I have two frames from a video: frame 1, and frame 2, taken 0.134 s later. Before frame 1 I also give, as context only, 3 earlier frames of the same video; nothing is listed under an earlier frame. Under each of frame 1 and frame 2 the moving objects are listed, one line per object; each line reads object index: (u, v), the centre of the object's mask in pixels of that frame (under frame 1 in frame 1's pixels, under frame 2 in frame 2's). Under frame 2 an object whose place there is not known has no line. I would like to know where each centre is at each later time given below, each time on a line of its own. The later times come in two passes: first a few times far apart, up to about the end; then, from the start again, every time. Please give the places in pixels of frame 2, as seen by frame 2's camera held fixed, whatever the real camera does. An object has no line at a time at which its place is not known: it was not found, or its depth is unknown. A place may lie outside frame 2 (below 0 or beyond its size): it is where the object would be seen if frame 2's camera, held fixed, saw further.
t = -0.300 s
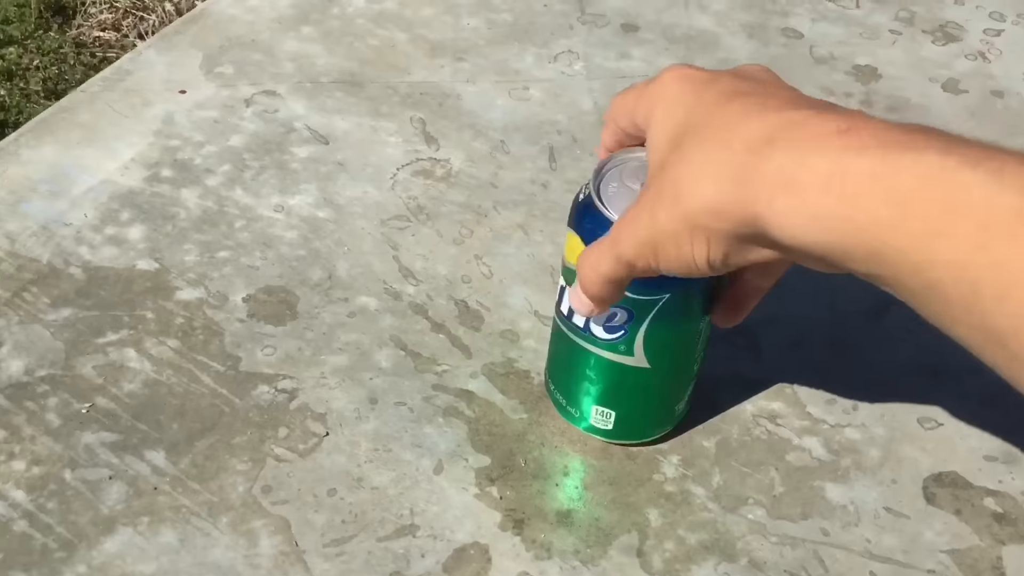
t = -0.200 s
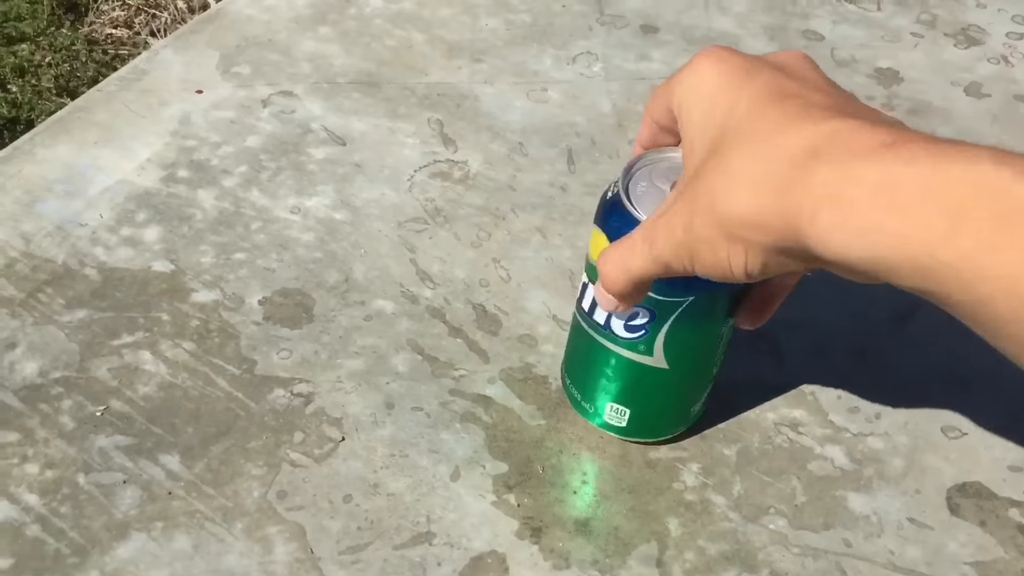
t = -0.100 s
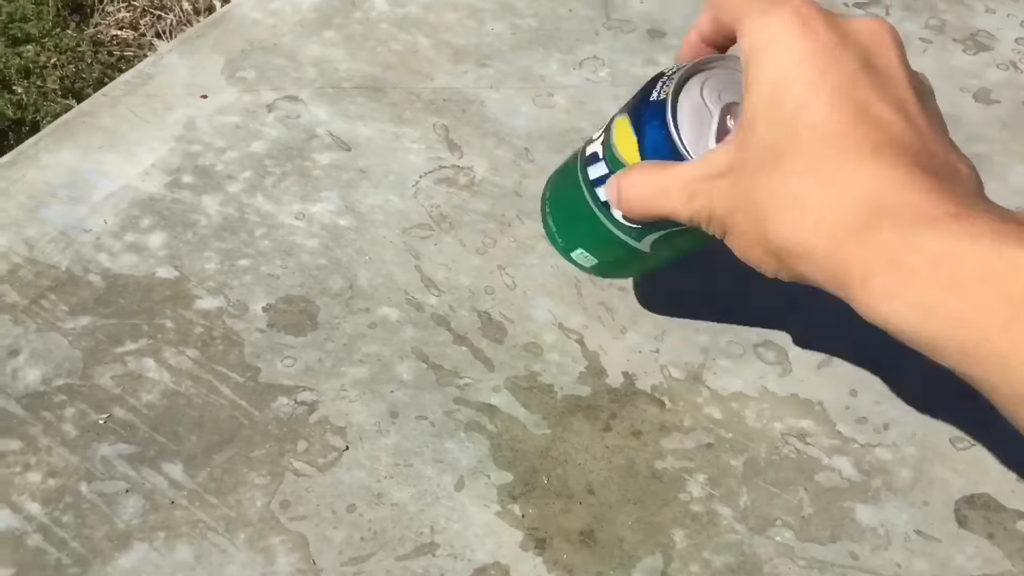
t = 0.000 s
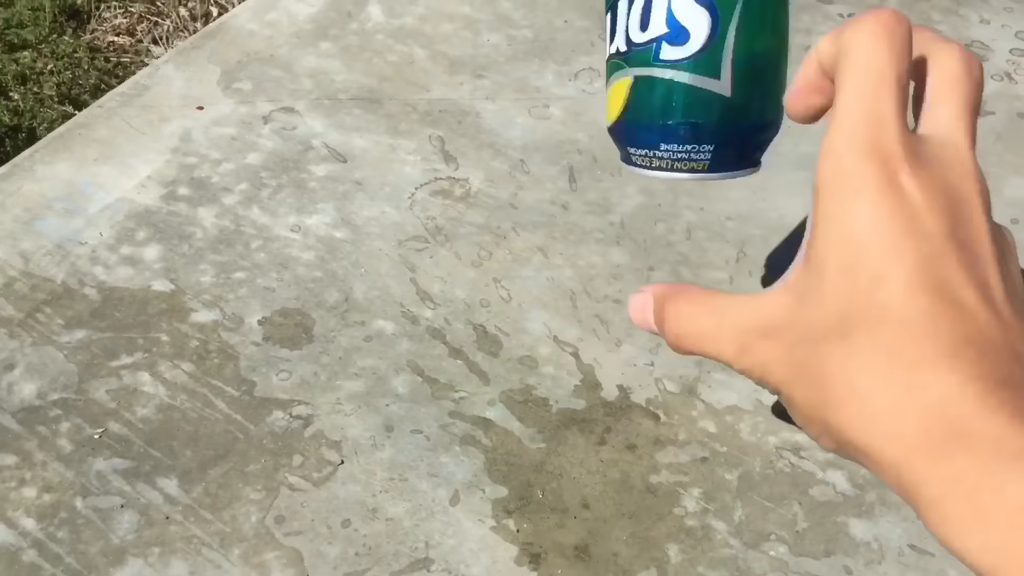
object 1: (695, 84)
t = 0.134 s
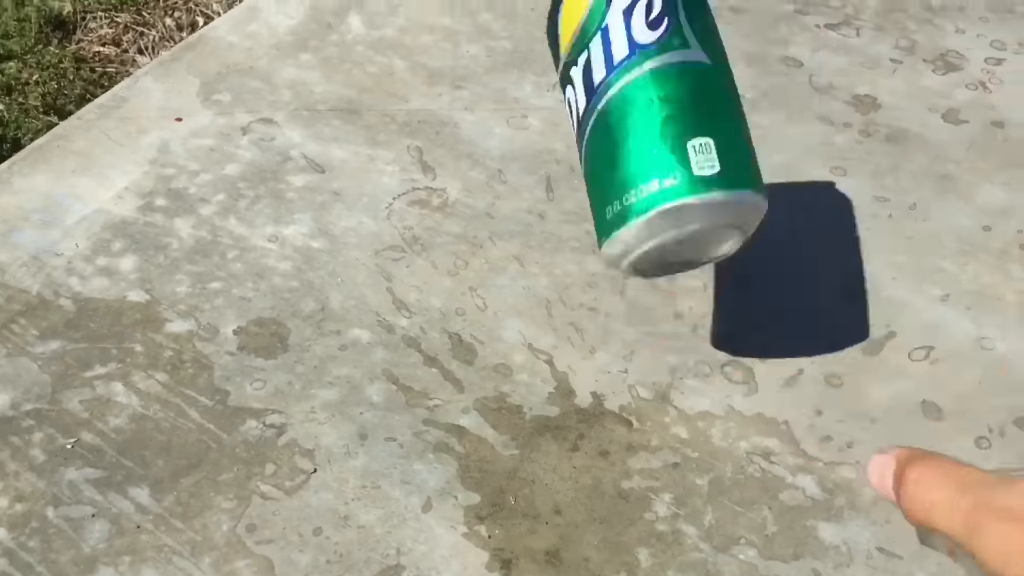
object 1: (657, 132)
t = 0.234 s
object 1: (650, 206)
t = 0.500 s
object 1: (686, 224)
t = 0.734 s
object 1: (647, 190)
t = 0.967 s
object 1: (699, 215)
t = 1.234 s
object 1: (660, 197)
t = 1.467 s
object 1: (665, 202)
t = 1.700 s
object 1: (667, 203)
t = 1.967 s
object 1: (666, 203)
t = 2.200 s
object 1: (666, 201)
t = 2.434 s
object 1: (666, 199)
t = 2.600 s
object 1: (666, 196)
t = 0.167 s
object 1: (635, 177)
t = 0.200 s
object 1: (629, 231)
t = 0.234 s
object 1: (650, 206)
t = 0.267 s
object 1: (668, 198)
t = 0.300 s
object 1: (682, 208)
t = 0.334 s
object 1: (692, 240)
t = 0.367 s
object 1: (697, 244)
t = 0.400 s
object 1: (698, 234)
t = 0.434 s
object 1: (694, 238)
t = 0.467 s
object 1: (691, 230)
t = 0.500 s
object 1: (686, 224)
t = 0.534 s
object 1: (677, 215)
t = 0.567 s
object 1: (663, 206)
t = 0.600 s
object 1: (654, 198)
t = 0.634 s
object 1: (649, 193)
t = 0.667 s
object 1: (646, 190)
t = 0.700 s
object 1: (646, 189)
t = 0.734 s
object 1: (647, 190)
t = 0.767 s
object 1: (652, 193)
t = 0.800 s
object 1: (661, 198)
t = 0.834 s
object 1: (674, 205)
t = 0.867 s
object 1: (687, 207)
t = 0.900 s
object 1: (695, 210)
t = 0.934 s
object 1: (698, 213)
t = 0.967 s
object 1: (699, 215)
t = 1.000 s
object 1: (699, 215)
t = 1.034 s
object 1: (698, 215)
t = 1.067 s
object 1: (695, 212)
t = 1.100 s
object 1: (688, 209)
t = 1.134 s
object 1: (676, 207)
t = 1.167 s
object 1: (666, 200)
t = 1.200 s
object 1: (661, 197)
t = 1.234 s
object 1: (660, 197)
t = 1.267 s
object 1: (664, 200)
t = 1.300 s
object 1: (672, 204)
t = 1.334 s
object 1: (677, 207)
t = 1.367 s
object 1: (679, 208)
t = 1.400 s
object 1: (676, 207)
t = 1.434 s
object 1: (671, 205)
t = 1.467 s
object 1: (665, 202)
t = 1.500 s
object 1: (666, 202)
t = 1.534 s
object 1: (669, 203)
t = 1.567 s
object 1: (667, 202)
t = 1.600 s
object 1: (666, 202)
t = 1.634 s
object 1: (667, 203)
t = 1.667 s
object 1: (667, 202)
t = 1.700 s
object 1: (667, 203)
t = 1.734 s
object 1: (667, 202)
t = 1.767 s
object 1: (667, 203)
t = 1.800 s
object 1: (667, 203)
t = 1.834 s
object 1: (667, 203)
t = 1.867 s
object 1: (666, 203)
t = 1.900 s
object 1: (667, 203)
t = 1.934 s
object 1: (667, 203)
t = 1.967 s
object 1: (666, 203)
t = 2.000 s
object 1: (665, 202)
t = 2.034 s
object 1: (665, 202)
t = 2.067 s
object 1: (666, 202)
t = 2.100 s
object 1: (666, 202)
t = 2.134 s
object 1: (665, 201)
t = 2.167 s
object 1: (666, 201)
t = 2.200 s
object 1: (666, 201)
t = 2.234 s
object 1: (667, 200)
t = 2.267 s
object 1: (666, 200)
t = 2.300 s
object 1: (666, 200)
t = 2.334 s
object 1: (666, 200)
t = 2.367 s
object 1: (667, 199)
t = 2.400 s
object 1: (666, 198)
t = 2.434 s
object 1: (666, 199)
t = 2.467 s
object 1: (666, 198)
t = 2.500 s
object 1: (666, 199)
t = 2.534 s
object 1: (664, 197)
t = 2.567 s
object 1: (665, 196)
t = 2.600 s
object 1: (666, 196)
